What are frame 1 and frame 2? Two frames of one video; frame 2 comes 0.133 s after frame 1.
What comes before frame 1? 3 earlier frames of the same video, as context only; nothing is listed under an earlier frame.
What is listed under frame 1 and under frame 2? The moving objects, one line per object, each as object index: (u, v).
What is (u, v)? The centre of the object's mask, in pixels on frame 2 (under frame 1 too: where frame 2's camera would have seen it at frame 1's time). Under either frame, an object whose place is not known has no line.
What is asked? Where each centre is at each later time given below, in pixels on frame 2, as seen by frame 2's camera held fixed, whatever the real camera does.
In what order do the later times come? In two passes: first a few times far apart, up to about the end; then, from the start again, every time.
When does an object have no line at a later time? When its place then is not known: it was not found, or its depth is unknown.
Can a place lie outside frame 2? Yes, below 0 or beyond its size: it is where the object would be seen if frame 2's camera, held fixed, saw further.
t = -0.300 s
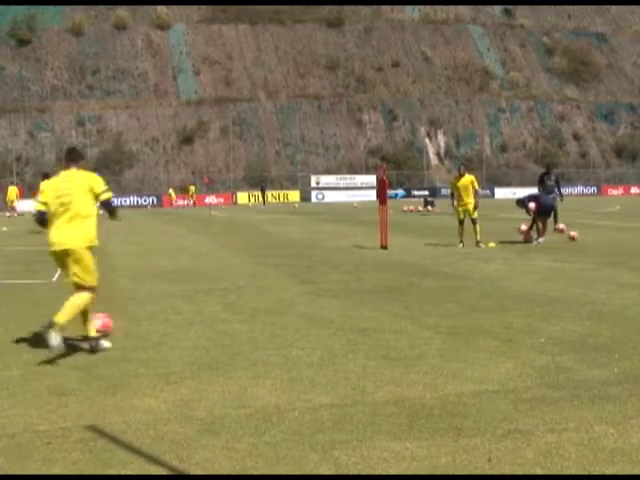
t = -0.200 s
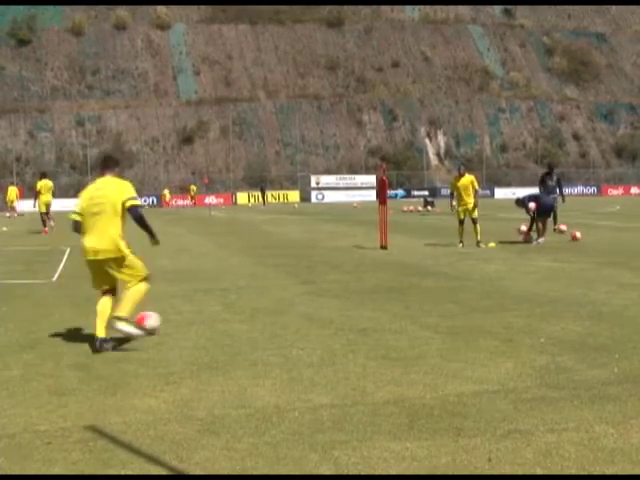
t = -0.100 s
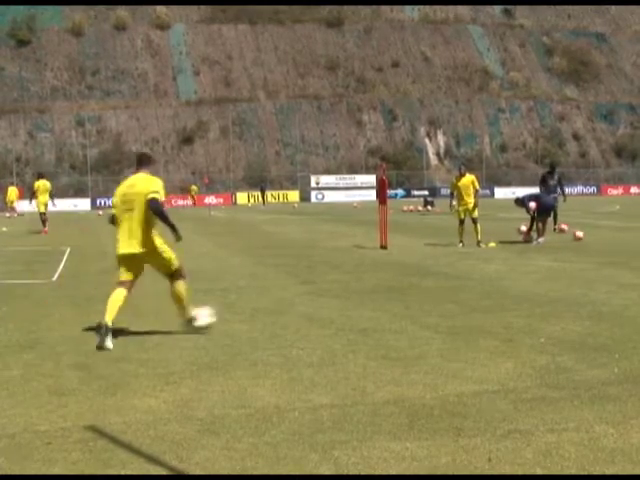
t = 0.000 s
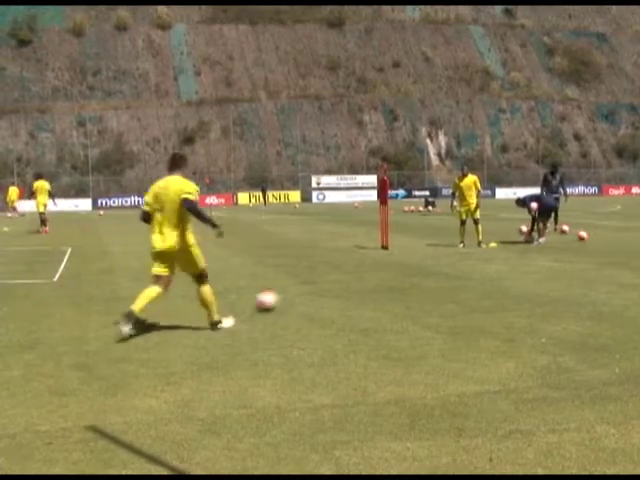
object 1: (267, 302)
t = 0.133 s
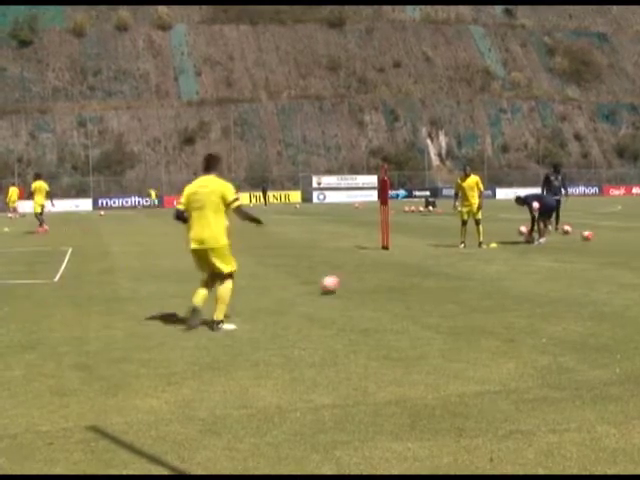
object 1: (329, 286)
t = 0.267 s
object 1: (374, 270)
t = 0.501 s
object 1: (430, 260)
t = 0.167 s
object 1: (341, 282)
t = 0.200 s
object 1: (353, 278)
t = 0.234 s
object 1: (364, 274)
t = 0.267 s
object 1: (374, 270)
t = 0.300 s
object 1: (382, 269)
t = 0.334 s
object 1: (392, 267)
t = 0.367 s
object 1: (401, 266)
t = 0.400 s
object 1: (409, 266)
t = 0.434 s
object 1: (416, 264)
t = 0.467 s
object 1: (423, 262)
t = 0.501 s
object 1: (430, 260)
